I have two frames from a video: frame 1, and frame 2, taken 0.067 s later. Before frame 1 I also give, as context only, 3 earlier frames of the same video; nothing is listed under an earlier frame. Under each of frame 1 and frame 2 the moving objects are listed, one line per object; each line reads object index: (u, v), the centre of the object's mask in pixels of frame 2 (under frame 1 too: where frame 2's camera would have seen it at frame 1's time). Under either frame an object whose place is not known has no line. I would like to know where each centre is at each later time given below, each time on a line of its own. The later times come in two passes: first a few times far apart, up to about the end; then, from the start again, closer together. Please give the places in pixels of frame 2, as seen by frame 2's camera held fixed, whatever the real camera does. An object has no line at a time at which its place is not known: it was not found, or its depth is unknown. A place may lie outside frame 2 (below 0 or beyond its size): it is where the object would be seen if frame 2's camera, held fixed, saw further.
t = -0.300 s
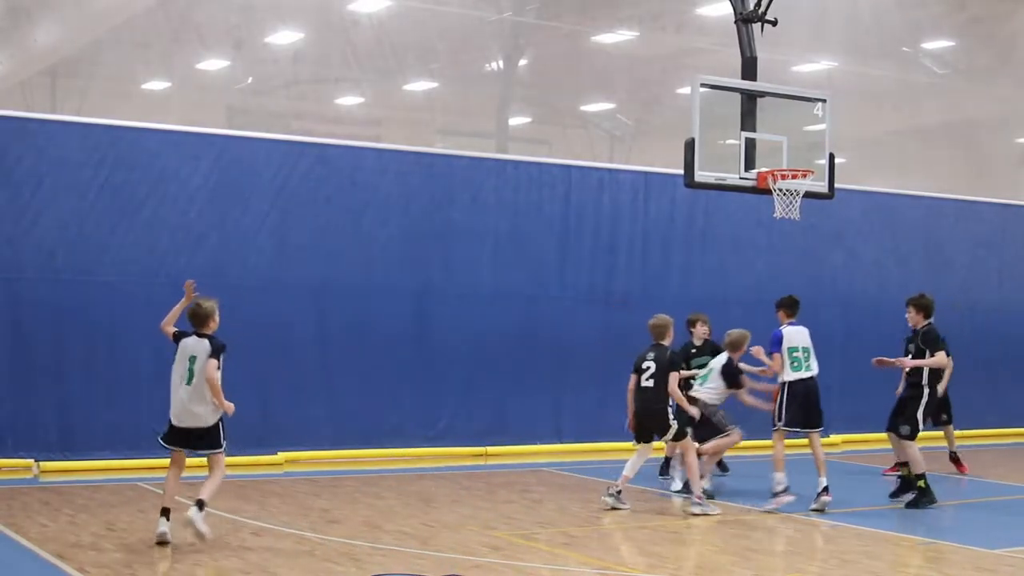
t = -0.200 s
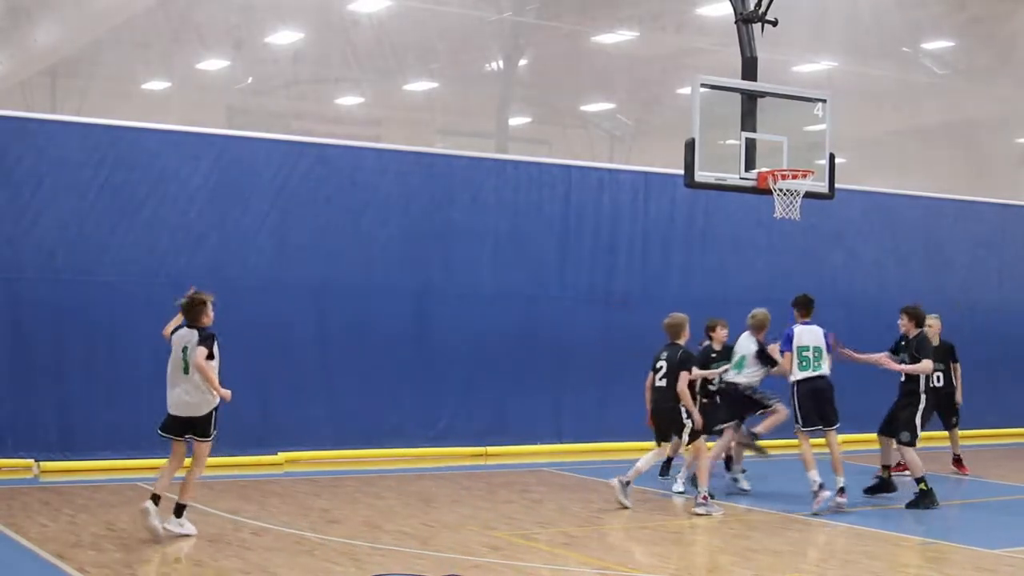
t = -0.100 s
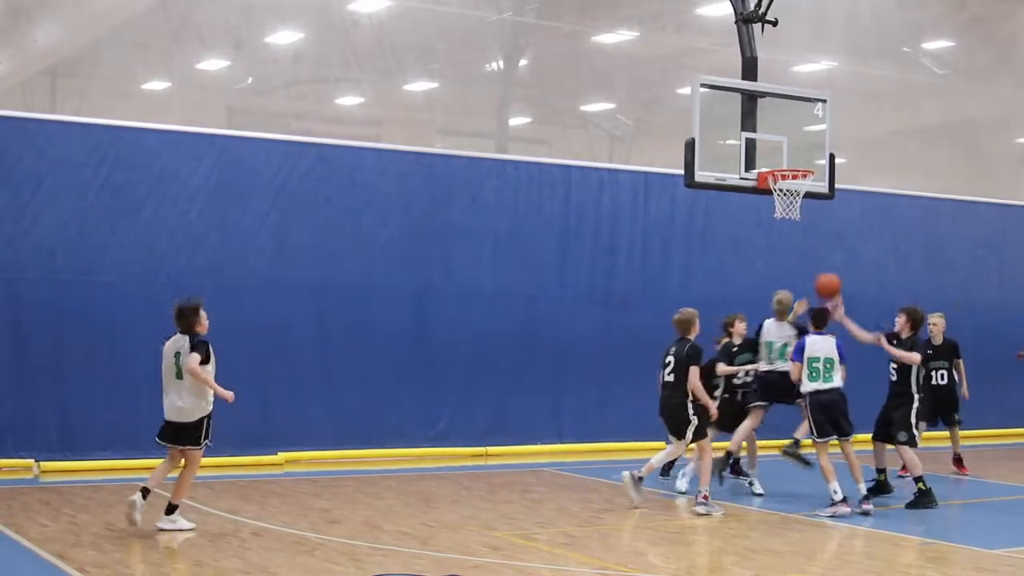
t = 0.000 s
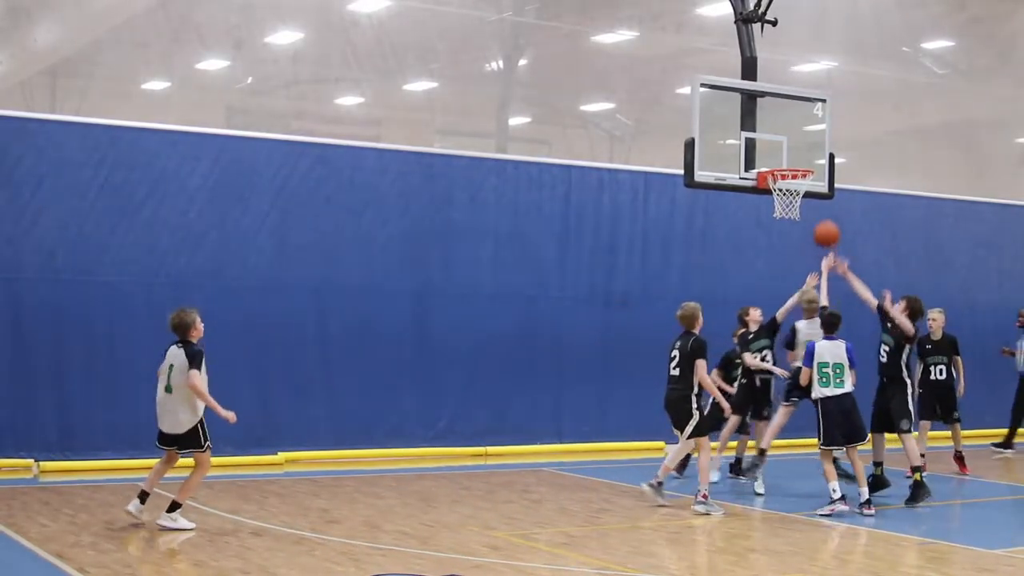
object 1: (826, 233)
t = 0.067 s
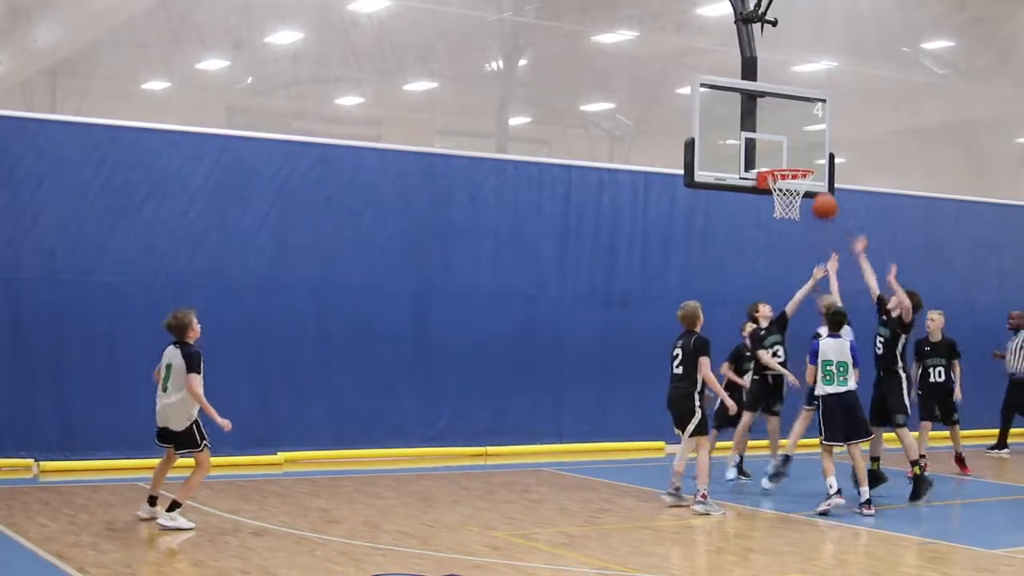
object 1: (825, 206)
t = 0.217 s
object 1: (820, 163)
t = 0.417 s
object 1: (815, 143)
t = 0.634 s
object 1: (811, 160)
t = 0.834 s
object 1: (835, 163)
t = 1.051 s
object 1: (861, 211)
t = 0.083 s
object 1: (824, 200)
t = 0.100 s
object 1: (824, 194)
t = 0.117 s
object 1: (823, 190)
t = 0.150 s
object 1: (822, 179)
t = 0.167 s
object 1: (822, 174)
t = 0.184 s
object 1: (822, 169)
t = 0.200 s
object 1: (821, 166)
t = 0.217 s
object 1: (820, 163)
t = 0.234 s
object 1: (820, 160)
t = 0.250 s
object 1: (819, 157)
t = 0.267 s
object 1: (819, 154)
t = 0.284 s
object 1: (818, 151)
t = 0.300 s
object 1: (818, 148)
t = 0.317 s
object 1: (817, 147)
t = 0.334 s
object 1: (817, 145)
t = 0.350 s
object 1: (817, 145)
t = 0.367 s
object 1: (816, 144)
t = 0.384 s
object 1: (816, 143)
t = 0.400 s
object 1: (816, 143)
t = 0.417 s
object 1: (815, 143)
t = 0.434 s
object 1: (814, 143)
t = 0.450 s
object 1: (814, 143)
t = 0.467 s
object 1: (814, 143)
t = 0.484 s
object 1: (813, 144)
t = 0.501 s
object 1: (813, 146)
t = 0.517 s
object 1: (812, 147)
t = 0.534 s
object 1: (812, 149)
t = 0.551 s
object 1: (811, 151)
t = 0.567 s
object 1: (811, 153)
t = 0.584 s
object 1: (810, 156)
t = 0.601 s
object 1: (810, 158)
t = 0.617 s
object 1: (810, 161)
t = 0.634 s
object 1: (811, 160)
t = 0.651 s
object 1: (812, 159)
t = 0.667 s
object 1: (815, 158)
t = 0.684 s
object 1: (816, 157)
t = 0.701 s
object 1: (819, 157)
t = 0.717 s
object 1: (821, 157)
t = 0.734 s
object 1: (823, 156)
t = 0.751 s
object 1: (825, 156)
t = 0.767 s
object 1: (827, 157)
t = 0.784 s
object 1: (829, 158)
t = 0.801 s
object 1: (831, 159)
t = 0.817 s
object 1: (833, 161)
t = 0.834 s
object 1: (835, 163)
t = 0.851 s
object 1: (837, 164)
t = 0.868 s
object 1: (839, 166)
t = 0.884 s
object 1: (841, 169)
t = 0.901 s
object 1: (843, 172)
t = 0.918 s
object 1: (845, 175)
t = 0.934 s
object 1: (847, 177)
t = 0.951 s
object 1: (848, 182)
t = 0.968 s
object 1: (851, 187)
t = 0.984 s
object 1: (853, 191)
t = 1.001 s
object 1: (856, 196)
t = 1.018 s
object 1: (857, 200)
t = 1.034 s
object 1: (858, 205)
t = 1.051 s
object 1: (861, 211)
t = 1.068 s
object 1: (863, 216)
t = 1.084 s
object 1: (865, 222)
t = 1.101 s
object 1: (867, 229)
